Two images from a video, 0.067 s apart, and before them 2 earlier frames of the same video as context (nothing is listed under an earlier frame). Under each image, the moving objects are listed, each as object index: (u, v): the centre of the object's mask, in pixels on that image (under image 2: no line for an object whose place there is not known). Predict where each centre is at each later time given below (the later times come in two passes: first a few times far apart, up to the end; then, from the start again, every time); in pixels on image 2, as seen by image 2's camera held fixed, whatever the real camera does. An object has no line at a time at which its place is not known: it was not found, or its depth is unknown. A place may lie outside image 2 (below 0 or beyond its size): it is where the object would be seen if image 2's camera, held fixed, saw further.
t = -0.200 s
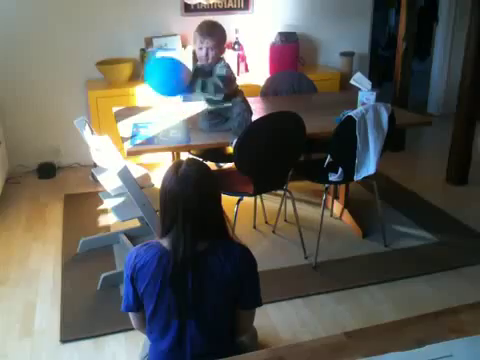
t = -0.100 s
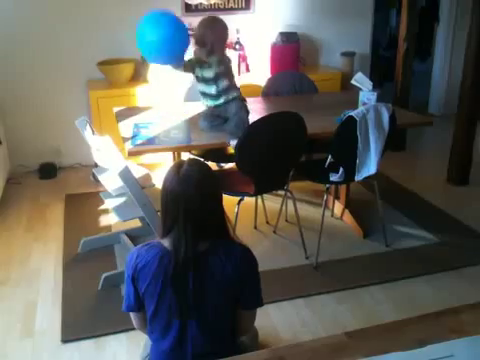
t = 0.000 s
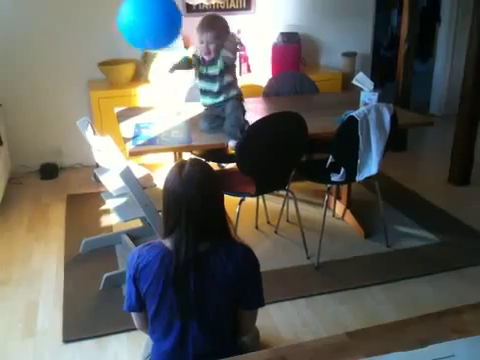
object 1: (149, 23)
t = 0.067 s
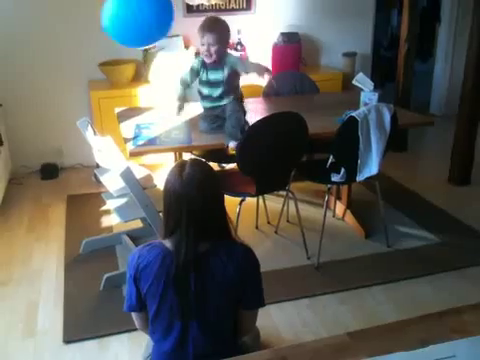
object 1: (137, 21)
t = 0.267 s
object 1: (98, 29)
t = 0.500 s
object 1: (60, 90)
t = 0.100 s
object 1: (130, 21)
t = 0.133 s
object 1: (124, 21)
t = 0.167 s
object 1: (118, 22)
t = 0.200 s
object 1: (111, 24)
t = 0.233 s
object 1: (105, 26)
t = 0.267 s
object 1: (98, 29)
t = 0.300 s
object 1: (92, 33)
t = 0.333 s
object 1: (85, 39)
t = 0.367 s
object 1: (80, 47)
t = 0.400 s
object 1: (75, 56)
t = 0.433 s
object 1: (70, 67)
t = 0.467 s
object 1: (64, 77)
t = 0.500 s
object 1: (60, 90)
